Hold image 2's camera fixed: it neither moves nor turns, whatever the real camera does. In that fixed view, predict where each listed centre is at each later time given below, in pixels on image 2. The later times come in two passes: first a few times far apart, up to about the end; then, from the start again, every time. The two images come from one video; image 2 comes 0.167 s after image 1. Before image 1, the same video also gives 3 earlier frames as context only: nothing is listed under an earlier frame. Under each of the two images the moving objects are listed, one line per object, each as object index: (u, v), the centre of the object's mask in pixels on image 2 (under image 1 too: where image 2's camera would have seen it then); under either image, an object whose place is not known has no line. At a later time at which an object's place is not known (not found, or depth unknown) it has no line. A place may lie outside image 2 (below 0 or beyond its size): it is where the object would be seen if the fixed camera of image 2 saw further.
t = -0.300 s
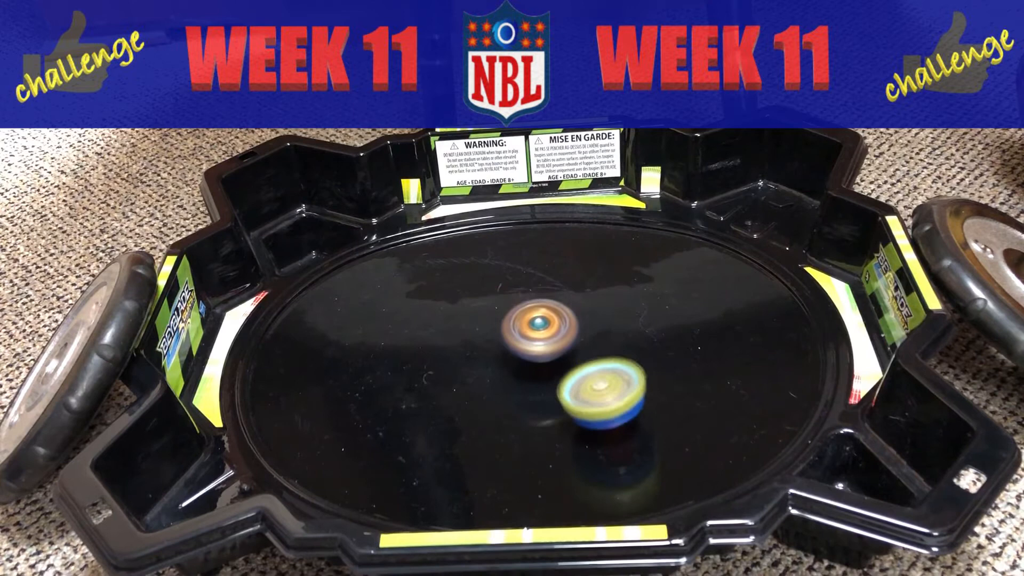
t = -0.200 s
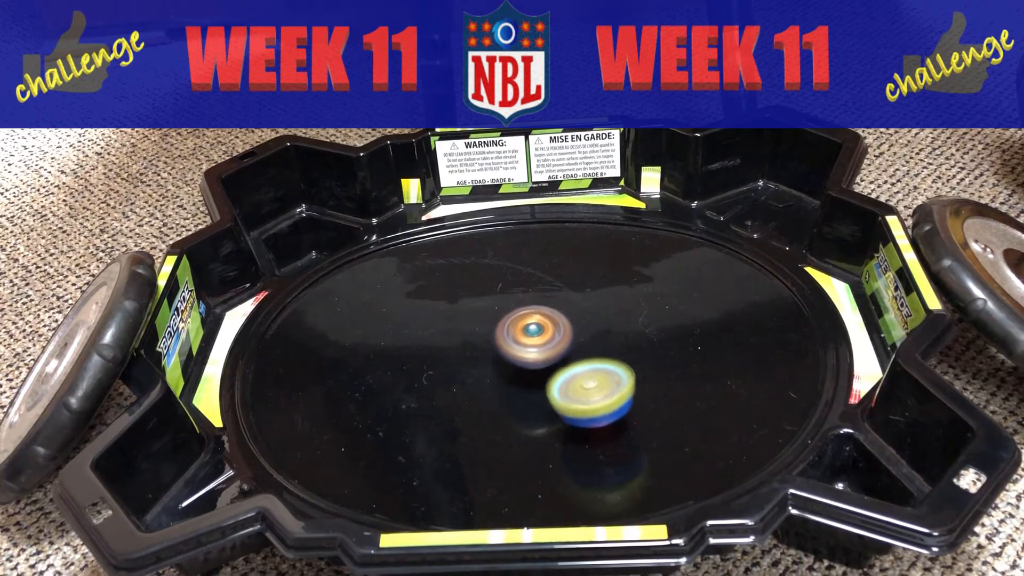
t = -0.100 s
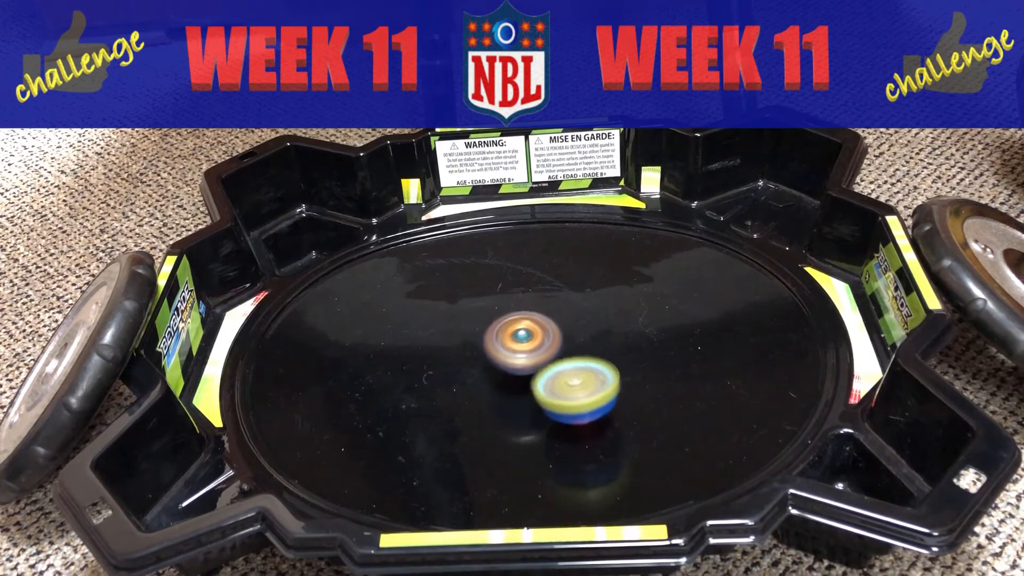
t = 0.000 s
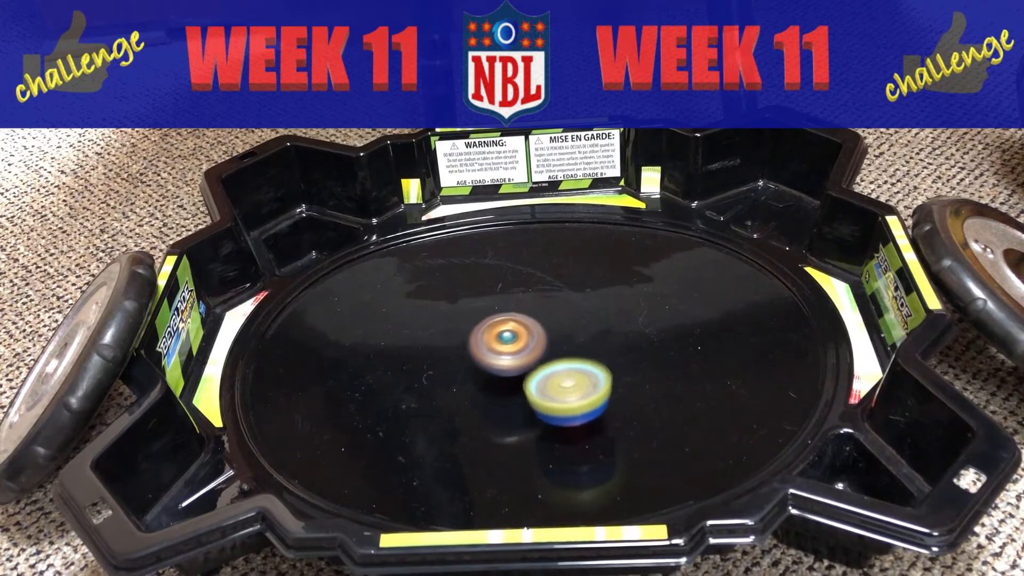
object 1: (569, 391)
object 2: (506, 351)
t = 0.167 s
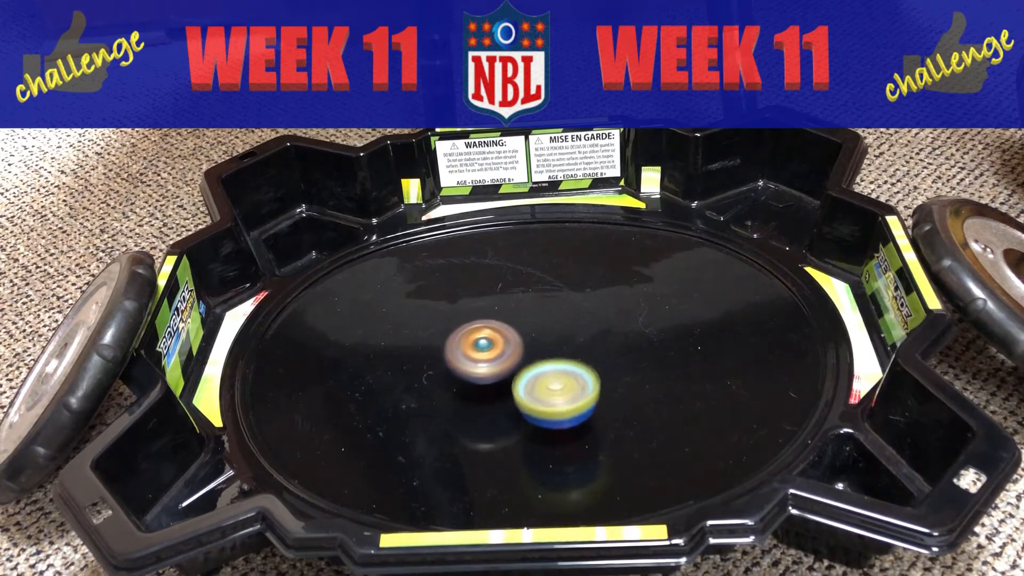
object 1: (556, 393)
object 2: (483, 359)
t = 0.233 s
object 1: (553, 393)
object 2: (475, 359)
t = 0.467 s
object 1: (553, 382)
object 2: (460, 348)
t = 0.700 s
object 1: (566, 356)
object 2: (463, 338)
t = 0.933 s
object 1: (565, 331)
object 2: (482, 347)
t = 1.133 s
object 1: (576, 312)
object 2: (488, 365)
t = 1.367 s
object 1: (572, 303)
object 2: (488, 380)
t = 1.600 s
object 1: (566, 316)
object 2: (496, 383)
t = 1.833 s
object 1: (578, 330)
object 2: (503, 378)
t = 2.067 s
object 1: (613, 327)
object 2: (489, 379)
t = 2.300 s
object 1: (624, 322)
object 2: (481, 370)
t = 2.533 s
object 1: (600, 337)
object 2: (494, 363)
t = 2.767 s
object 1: (587, 357)
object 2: (502, 355)
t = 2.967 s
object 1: (593, 367)
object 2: (499, 340)
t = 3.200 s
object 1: (584, 366)
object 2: (512, 325)
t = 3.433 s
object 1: (561, 369)
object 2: (526, 315)
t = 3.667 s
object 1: (542, 378)
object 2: (542, 314)
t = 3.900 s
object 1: (526, 383)
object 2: (554, 322)
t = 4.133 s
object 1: (502, 381)
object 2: (565, 341)
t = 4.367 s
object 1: (457, 382)
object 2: (581, 350)
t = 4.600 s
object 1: (454, 366)
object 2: (578, 364)
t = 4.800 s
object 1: (467, 347)
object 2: (562, 371)
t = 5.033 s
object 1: (487, 322)
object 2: (558, 376)
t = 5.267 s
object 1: (513, 311)
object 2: (540, 384)
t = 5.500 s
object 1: (538, 295)
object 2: (531, 398)
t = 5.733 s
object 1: (553, 315)
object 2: (514, 397)
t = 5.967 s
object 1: (574, 331)
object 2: (496, 391)
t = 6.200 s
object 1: (589, 337)
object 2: (483, 375)
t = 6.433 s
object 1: (583, 356)
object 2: (471, 351)
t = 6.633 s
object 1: (588, 364)
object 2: (458, 337)
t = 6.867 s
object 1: (563, 365)
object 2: (463, 321)
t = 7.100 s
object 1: (532, 361)
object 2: (479, 317)
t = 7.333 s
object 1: (539, 372)
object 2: (490, 310)
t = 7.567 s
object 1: (552, 361)
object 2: (509, 314)
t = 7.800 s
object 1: (621, 387)
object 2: (496, 314)
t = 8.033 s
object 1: (646, 387)
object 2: (496, 317)
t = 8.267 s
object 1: (623, 384)
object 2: (504, 333)
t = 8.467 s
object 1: (589, 373)
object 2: (509, 351)
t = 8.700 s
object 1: (578, 360)
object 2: (494, 362)
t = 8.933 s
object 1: (621, 330)
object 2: (454, 369)
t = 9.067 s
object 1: (615, 324)
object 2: (456, 369)
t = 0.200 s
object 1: (555, 393)
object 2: (479, 359)
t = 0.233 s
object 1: (553, 393)
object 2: (475, 359)
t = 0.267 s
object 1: (551, 392)
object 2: (473, 358)
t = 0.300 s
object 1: (547, 390)
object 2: (471, 357)
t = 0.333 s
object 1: (544, 388)
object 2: (470, 356)
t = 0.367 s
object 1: (541, 385)
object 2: (470, 356)
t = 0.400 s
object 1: (538, 382)
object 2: (470, 355)
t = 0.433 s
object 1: (545, 382)
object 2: (466, 352)
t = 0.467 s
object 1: (553, 382)
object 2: (460, 348)
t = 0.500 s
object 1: (560, 380)
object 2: (457, 345)
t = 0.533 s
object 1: (563, 378)
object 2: (455, 342)
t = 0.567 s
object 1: (566, 375)
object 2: (455, 341)
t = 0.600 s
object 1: (566, 370)
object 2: (456, 340)
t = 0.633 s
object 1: (567, 366)
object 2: (458, 339)
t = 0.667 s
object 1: (566, 360)
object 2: (460, 338)
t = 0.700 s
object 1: (566, 356)
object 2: (463, 338)
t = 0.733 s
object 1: (565, 352)
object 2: (466, 339)
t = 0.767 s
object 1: (564, 348)
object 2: (469, 339)
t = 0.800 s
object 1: (562, 344)
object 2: (473, 340)
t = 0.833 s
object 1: (561, 341)
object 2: (476, 342)
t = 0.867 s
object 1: (562, 338)
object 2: (478, 344)
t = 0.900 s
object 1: (564, 334)
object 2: (480, 345)
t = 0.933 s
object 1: (565, 331)
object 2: (482, 347)
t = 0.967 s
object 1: (567, 327)
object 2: (483, 349)
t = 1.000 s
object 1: (568, 325)
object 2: (486, 351)
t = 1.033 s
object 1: (567, 323)
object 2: (489, 354)
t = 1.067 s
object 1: (570, 319)
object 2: (489, 357)
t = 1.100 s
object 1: (574, 315)
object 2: (488, 361)
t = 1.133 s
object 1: (576, 312)
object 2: (488, 365)
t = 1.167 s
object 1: (576, 310)
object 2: (488, 368)
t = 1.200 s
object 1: (576, 308)
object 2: (488, 371)
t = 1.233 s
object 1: (576, 306)
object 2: (488, 373)
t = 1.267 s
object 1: (575, 305)
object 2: (487, 375)
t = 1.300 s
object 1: (574, 304)
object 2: (487, 377)
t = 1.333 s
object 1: (573, 304)
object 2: (487, 379)
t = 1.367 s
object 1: (572, 303)
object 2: (488, 380)
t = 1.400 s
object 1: (571, 304)
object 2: (488, 381)
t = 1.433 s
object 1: (570, 305)
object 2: (489, 382)
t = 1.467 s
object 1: (569, 306)
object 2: (489, 383)
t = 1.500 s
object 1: (568, 308)
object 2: (491, 383)
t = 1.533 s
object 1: (567, 310)
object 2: (492, 383)
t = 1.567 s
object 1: (566, 313)
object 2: (494, 383)
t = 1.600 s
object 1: (566, 316)
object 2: (496, 383)
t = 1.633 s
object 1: (565, 319)
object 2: (498, 383)
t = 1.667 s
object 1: (565, 323)
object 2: (500, 383)
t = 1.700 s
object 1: (565, 326)
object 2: (502, 383)
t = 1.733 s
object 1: (566, 329)
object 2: (503, 383)
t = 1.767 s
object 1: (571, 328)
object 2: (503, 381)
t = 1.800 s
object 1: (575, 329)
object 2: (502, 378)
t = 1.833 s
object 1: (578, 330)
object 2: (503, 378)
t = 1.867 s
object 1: (580, 332)
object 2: (505, 377)
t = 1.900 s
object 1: (581, 333)
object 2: (506, 377)
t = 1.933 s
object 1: (582, 336)
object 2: (508, 376)
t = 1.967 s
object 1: (582, 338)
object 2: (510, 375)
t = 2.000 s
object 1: (589, 337)
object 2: (506, 376)
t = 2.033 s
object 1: (602, 332)
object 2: (496, 379)
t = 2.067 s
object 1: (613, 327)
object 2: (489, 379)
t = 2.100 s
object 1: (620, 325)
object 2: (486, 379)
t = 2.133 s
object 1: (625, 323)
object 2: (484, 378)
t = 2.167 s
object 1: (627, 322)
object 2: (483, 377)
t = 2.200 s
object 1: (628, 322)
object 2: (482, 376)
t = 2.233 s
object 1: (628, 322)
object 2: (481, 374)
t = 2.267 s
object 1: (626, 322)
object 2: (481, 372)
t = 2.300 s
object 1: (624, 322)
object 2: (481, 370)
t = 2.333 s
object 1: (622, 323)
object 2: (482, 368)
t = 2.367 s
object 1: (619, 324)
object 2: (483, 366)
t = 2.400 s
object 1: (616, 326)
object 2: (485, 371)
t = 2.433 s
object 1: (612, 328)
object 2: (487, 369)
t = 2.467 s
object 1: (609, 331)
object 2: (489, 366)
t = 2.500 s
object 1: (605, 334)
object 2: (492, 364)
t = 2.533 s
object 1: (600, 337)
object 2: (494, 363)
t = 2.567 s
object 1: (596, 340)
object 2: (497, 362)
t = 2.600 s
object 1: (591, 343)
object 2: (500, 362)
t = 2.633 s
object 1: (588, 347)
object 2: (501, 361)
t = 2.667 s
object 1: (588, 350)
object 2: (501, 359)
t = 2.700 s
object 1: (587, 353)
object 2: (501, 358)
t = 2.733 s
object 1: (587, 355)
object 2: (501, 356)
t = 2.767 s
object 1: (587, 357)
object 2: (502, 355)
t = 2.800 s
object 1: (586, 359)
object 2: (503, 353)
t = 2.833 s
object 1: (584, 361)
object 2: (504, 350)
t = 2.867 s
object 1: (585, 362)
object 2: (502, 349)
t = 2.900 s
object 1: (590, 365)
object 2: (499, 346)
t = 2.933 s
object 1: (592, 366)
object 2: (499, 343)
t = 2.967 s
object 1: (593, 367)
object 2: (499, 340)
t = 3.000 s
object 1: (593, 367)
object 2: (500, 337)
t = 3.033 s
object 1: (593, 367)
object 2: (502, 334)
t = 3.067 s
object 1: (592, 367)
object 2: (503, 332)
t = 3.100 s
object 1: (591, 367)
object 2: (505, 330)
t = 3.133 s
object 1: (589, 367)
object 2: (508, 328)
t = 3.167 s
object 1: (586, 366)
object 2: (510, 326)
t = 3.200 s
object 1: (584, 366)
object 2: (512, 325)
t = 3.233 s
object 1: (580, 365)
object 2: (515, 324)
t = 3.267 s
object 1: (577, 364)
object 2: (517, 322)
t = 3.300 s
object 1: (573, 364)
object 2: (519, 321)
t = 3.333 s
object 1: (569, 363)
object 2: (520, 320)
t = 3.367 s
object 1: (567, 365)
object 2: (522, 318)
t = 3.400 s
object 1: (565, 367)
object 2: (523, 316)
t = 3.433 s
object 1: (561, 369)
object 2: (526, 315)
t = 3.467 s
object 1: (558, 370)
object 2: (528, 315)
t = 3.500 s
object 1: (555, 371)
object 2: (531, 314)
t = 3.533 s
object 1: (552, 371)
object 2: (533, 314)
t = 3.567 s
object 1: (549, 373)
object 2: (535, 313)
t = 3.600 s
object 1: (547, 376)
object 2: (538, 312)
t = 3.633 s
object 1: (545, 377)
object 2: (539, 313)
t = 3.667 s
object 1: (542, 378)
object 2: (542, 314)
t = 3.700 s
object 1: (541, 378)
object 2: (543, 315)
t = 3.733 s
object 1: (539, 378)
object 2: (545, 316)
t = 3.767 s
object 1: (537, 378)
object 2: (547, 317)
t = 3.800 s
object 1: (534, 379)
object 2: (549, 318)
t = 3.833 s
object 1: (532, 380)
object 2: (551, 319)
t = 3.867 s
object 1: (530, 381)
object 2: (552, 321)
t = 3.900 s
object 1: (526, 383)
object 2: (554, 322)
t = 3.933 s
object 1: (521, 385)
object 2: (556, 322)
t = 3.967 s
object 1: (516, 386)
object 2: (560, 329)
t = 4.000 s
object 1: (513, 386)
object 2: (561, 331)
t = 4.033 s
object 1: (510, 386)
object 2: (563, 333)
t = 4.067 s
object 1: (507, 385)
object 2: (564, 336)
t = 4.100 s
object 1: (504, 383)
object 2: (564, 339)
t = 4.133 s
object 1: (502, 381)
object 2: (565, 341)
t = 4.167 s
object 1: (499, 379)
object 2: (566, 344)
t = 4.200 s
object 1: (492, 381)
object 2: (568, 345)
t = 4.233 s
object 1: (481, 383)
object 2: (573, 344)
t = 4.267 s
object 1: (473, 384)
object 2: (576, 345)
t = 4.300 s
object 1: (466, 384)
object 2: (578, 347)
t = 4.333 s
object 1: (461, 383)
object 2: (579, 348)
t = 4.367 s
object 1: (457, 382)
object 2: (581, 350)
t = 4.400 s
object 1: (455, 380)
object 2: (582, 352)
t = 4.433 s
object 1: (453, 378)
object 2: (582, 354)
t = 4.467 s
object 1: (452, 376)
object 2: (582, 356)
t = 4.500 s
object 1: (452, 374)
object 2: (582, 358)
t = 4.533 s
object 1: (452, 371)
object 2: (581, 360)
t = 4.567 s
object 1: (453, 368)
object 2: (580, 362)
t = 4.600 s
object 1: (454, 366)
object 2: (578, 364)
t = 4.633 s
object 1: (455, 363)
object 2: (576, 366)
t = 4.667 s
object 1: (457, 360)
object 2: (573, 367)
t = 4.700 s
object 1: (458, 357)
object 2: (571, 369)
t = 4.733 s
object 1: (461, 354)
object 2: (568, 370)
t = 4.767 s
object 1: (464, 350)
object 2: (565, 371)
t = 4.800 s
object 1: (467, 347)
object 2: (562, 371)
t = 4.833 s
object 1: (471, 344)
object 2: (560, 372)
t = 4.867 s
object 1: (474, 341)
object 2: (559, 372)
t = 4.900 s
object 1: (478, 338)
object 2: (557, 372)
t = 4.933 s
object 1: (482, 336)
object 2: (556, 371)
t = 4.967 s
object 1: (483, 331)
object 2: (557, 373)
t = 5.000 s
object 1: (485, 326)
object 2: (559, 374)
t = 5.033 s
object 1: (487, 322)
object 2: (558, 376)
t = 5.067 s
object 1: (489, 318)
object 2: (556, 377)
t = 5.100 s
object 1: (492, 316)
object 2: (554, 379)
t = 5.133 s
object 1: (496, 314)
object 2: (551, 380)
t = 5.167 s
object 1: (500, 312)
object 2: (549, 381)
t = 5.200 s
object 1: (504, 311)
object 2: (547, 381)
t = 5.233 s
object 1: (508, 311)
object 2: (543, 383)
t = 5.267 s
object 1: (513, 311)
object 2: (540, 384)
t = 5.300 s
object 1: (517, 312)
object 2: (538, 385)
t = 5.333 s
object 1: (522, 312)
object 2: (536, 384)
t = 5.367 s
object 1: (527, 313)
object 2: (534, 385)
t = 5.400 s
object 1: (529, 307)
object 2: (534, 392)
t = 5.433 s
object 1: (531, 300)
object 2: (534, 397)
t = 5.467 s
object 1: (535, 296)
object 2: (532, 401)
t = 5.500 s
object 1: (538, 295)
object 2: (531, 398)
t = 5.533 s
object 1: (541, 295)
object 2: (528, 395)
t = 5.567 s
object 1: (543, 297)
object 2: (525, 396)
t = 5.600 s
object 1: (546, 299)
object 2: (523, 397)
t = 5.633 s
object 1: (547, 303)
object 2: (520, 398)
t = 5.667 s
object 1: (549, 307)
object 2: (518, 398)
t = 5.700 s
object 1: (551, 311)
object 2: (516, 397)
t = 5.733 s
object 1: (553, 315)
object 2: (514, 397)
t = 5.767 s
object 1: (554, 320)
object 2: (512, 395)
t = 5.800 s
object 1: (556, 325)
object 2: (511, 394)
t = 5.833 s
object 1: (557, 329)
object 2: (510, 392)
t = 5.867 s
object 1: (558, 333)
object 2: (508, 390)
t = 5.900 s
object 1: (559, 337)
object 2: (507, 388)
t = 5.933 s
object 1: (565, 335)
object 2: (503, 389)
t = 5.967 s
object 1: (574, 331)
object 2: (496, 391)
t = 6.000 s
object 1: (581, 328)
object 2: (492, 390)
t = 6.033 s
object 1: (586, 328)
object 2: (489, 389)
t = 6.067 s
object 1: (589, 328)
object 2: (487, 386)
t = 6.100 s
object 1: (591, 329)
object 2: (485, 384)
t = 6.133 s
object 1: (591, 331)
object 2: (484, 381)
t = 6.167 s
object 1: (591, 334)
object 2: (483, 378)
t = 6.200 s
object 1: (589, 337)
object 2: (483, 375)
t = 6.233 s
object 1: (586, 340)
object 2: (482, 372)
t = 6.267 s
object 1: (583, 343)
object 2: (483, 369)
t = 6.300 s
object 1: (580, 346)
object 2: (483, 366)
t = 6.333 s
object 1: (577, 349)
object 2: (484, 362)
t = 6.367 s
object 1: (573, 351)
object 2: (485, 359)
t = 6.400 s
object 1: (574, 354)
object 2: (481, 356)
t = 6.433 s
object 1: (583, 356)
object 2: (471, 351)
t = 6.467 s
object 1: (588, 359)
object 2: (465, 348)
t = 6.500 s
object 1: (590, 361)
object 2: (463, 347)
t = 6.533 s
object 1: (591, 362)
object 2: (461, 340)
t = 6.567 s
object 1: (591, 363)
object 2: (460, 343)
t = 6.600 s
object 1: (589, 364)
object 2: (459, 340)
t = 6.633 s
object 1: (588, 364)
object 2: (458, 337)
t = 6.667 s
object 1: (585, 365)
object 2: (458, 334)
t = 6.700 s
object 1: (583, 365)
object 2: (457, 331)
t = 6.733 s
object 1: (580, 366)
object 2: (458, 329)
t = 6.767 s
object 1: (576, 366)
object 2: (459, 327)
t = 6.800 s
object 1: (572, 366)
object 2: (460, 325)
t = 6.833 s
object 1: (568, 365)
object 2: (462, 323)
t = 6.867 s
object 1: (563, 365)
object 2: (463, 321)
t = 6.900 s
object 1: (559, 364)
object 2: (464, 320)
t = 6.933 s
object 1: (554, 364)
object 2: (466, 319)
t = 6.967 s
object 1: (550, 363)
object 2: (468, 319)
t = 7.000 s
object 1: (545, 363)
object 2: (471, 319)
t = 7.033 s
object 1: (541, 362)
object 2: (474, 319)
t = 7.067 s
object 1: (536, 362)
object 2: (476, 318)
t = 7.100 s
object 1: (532, 361)
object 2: (479, 317)
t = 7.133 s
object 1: (530, 362)
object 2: (481, 316)
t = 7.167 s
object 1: (534, 367)
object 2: (479, 314)
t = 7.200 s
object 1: (536, 372)
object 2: (480, 312)
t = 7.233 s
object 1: (537, 374)
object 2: (482, 312)
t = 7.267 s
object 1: (538, 374)
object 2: (485, 311)
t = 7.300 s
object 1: (539, 374)
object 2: (487, 310)
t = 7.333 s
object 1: (539, 372)
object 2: (490, 310)
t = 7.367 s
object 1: (540, 370)
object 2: (492, 310)
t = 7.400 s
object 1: (540, 367)
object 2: (495, 310)
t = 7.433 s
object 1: (541, 365)
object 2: (498, 310)
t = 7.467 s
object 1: (541, 363)
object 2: (501, 311)
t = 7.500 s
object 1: (542, 361)
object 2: (505, 310)
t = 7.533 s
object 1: (546, 361)
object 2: (506, 313)
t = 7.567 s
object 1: (552, 361)
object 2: (509, 314)
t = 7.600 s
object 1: (557, 362)
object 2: (511, 316)
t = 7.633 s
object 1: (562, 363)
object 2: (515, 319)
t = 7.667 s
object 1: (566, 364)
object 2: (517, 321)
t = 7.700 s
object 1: (573, 366)
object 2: (519, 323)
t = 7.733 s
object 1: (591, 374)
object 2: (511, 320)
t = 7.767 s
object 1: (608, 382)
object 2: (502, 315)
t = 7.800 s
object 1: (621, 387)
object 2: (496, 314)
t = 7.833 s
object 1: (630, 390)
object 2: (494, 313)
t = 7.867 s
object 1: (636, 390)
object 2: (494, 313)
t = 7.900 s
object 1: (640, 390)
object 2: (494, 313)
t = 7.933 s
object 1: (643, 388)
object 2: (495, 314)
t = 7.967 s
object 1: (645, 387)
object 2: (495, 314)
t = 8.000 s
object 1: (646, 387)
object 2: (496, 315)
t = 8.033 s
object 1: (646, 387)
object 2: (496, 317)
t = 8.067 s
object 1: (645, 387)
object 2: (497, 319)
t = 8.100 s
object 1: (644, 387)
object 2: (498, 321)
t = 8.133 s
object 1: (641, 386)
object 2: (499, 323)
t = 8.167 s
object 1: (638, 386)
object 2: (500, 325)
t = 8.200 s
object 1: (634, 385)
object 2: (502, 328)
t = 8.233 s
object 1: (629, 385)
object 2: (503, 330)
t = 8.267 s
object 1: (623, 384)
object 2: (504, 333)
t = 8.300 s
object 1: (617, 382)
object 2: (506, 336)
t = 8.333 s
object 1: (610, 381)
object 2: (508, 340)
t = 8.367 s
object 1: (603, 379)
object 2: (510, 343)
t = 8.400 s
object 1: (596, 377)
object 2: (512, 346)
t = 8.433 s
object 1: (589, 374)
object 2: (513, 349)
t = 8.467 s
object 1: (589, 373)
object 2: (509, 351)
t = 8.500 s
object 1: (593, 374)
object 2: (500, 352)
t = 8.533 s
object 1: (594, 374)
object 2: (496, 353)
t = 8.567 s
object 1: (592, 373)
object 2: (494, 354)
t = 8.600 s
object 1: (589, 371)
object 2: (494, 356)
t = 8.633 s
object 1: (585, 367)
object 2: (494, 358)
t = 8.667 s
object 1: (581, 364)
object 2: (494, 360)
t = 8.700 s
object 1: (578, 360)
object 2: (494, 362)
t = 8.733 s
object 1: (591, 354)
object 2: (482, 365)
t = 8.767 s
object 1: (605, 349)
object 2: (470, 366)
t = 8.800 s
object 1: (614, 343)
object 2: (462, 367)
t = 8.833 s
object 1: (620, 339)
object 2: (459, 368)
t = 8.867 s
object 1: (622, 335)
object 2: (457, 368)
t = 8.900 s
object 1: (622, 332)
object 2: (456, 368)
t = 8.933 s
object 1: (621, 330)
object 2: (454, 369)
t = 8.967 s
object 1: (620, 327)
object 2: (454, 369)
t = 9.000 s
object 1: (618, 326)
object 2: (454, 369)
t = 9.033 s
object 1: (617, 324)
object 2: (455, 369)
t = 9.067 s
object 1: (615, 324)
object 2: (456, 369)
